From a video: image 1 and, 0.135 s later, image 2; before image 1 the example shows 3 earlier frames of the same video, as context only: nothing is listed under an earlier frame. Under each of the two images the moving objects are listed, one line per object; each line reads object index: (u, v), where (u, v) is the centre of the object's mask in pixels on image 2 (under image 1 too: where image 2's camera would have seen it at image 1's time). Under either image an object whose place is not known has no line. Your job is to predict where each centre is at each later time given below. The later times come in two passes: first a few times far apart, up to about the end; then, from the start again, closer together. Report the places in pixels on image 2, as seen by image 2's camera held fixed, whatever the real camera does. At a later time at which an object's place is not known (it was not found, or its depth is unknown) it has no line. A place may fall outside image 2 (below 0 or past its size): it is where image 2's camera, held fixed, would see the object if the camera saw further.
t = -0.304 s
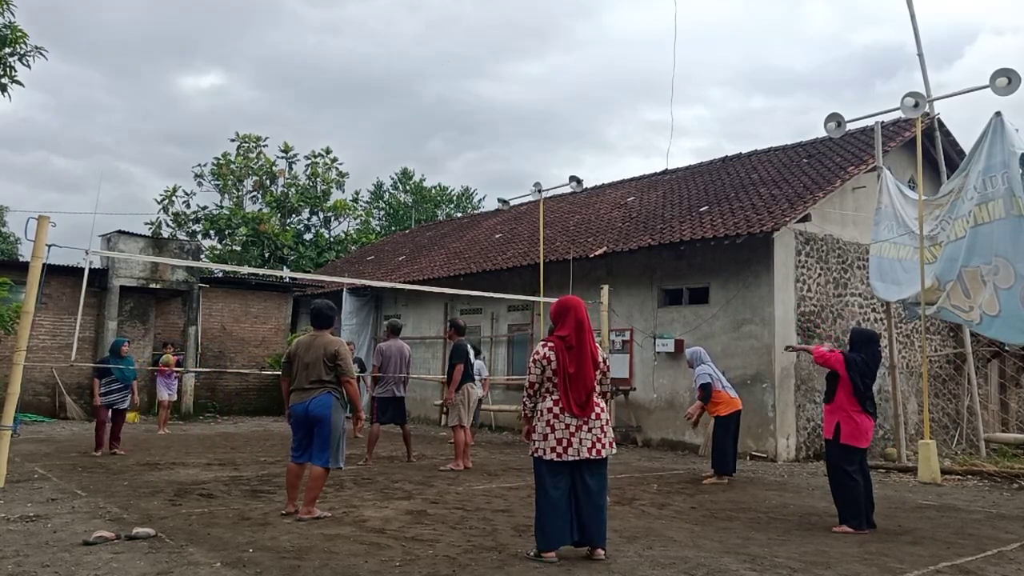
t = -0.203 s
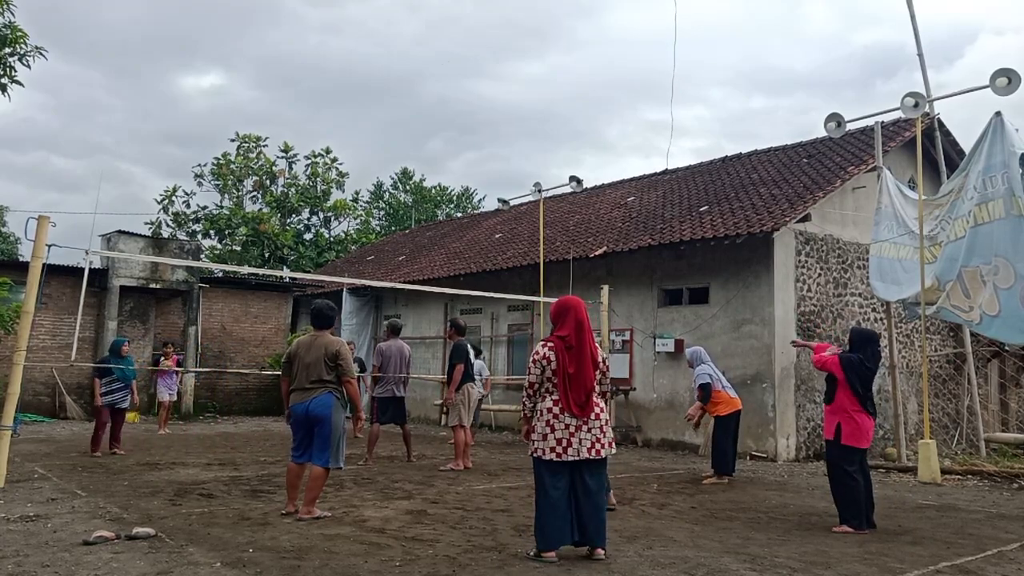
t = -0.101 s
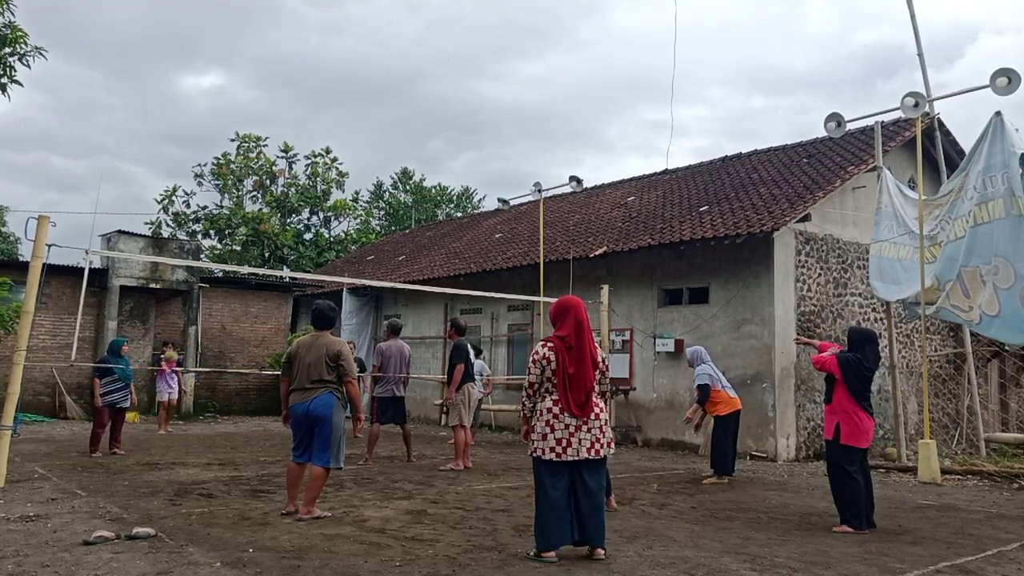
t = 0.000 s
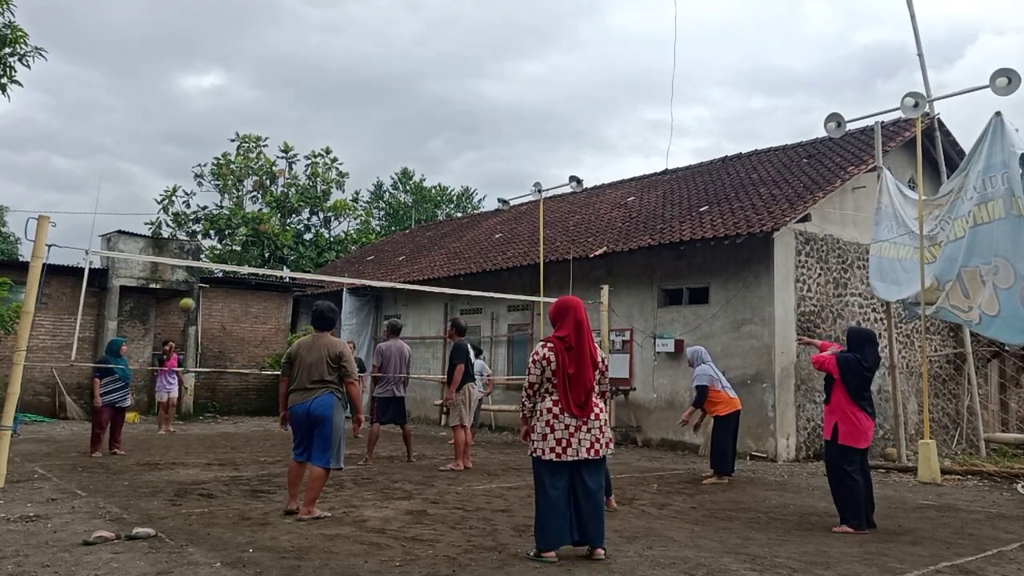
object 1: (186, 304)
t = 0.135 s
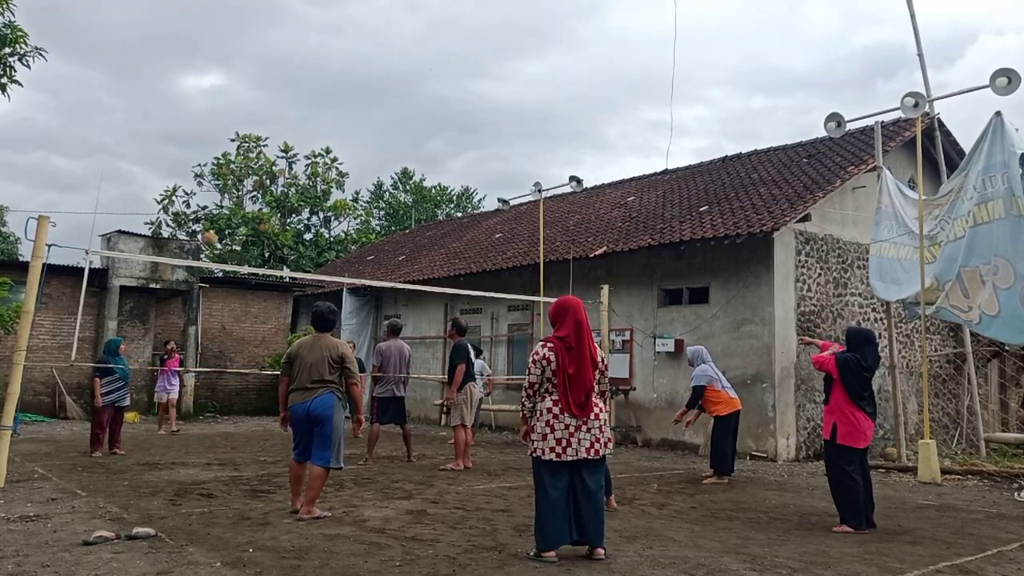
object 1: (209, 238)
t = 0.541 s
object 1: (284, 86)
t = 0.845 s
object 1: (348, 23)
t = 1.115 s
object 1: (417, 35)
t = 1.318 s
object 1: (484, 118)
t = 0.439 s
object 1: (265, 118)
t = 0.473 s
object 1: (271, 107)
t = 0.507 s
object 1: (277, 96)
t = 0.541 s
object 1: (284, 86)
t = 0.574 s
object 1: (290, 76)
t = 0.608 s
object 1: (297, 67)
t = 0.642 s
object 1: (304, 58)
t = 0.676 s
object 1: (311, 50)
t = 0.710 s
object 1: (318, 43)
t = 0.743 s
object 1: (325, 37)
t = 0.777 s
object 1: (332, 31)
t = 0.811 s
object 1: (340, 27)
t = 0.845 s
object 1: (348, 23)
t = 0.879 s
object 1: (356, 20)
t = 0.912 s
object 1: (364, 18)
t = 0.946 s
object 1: (372, 18)
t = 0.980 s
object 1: (380, 19)
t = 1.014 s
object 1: (389, 21)
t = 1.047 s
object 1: (398, 24)
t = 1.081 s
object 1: (407, 29)
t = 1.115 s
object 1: (417, 35)
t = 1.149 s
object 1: (427, 44)
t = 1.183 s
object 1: (437, 55)
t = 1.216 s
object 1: (448, 67)
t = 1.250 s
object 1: (459, 81)
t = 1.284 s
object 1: (472, 99)
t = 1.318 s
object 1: (484, 118)
